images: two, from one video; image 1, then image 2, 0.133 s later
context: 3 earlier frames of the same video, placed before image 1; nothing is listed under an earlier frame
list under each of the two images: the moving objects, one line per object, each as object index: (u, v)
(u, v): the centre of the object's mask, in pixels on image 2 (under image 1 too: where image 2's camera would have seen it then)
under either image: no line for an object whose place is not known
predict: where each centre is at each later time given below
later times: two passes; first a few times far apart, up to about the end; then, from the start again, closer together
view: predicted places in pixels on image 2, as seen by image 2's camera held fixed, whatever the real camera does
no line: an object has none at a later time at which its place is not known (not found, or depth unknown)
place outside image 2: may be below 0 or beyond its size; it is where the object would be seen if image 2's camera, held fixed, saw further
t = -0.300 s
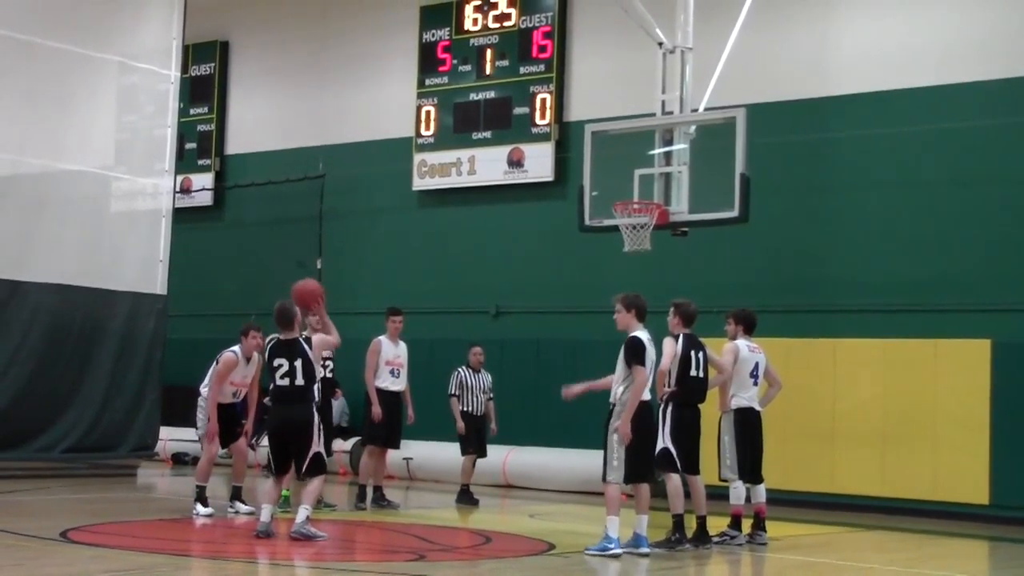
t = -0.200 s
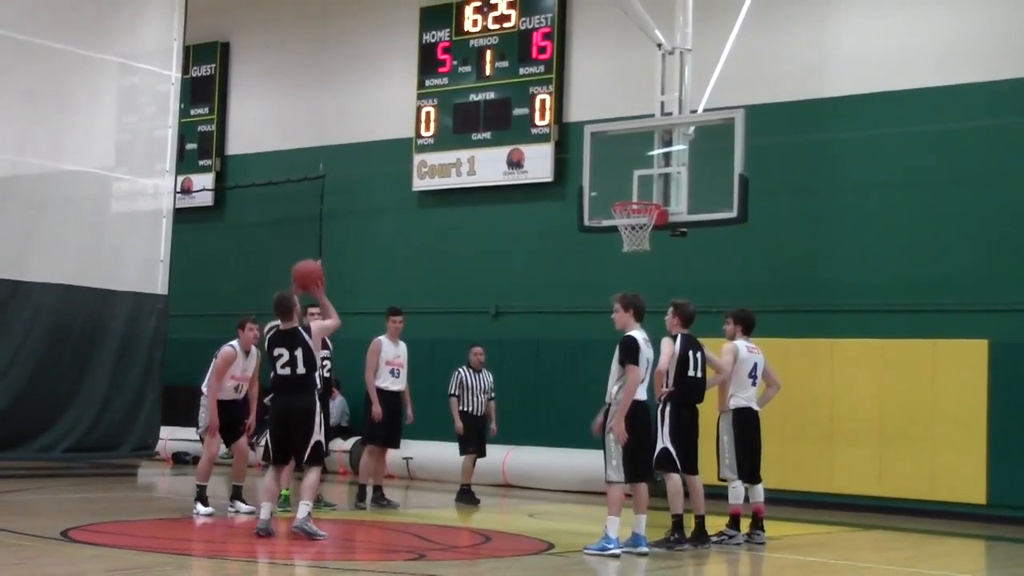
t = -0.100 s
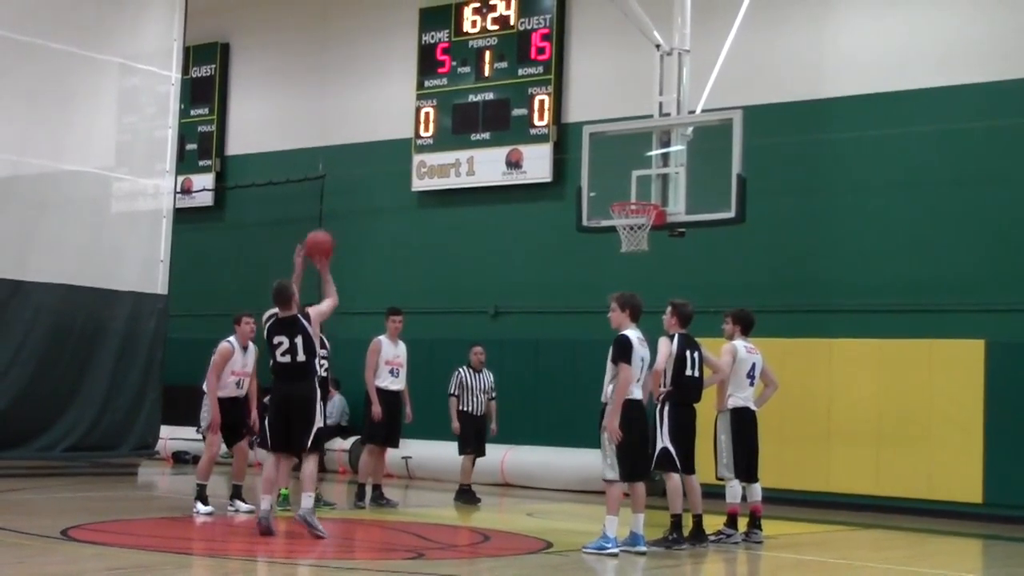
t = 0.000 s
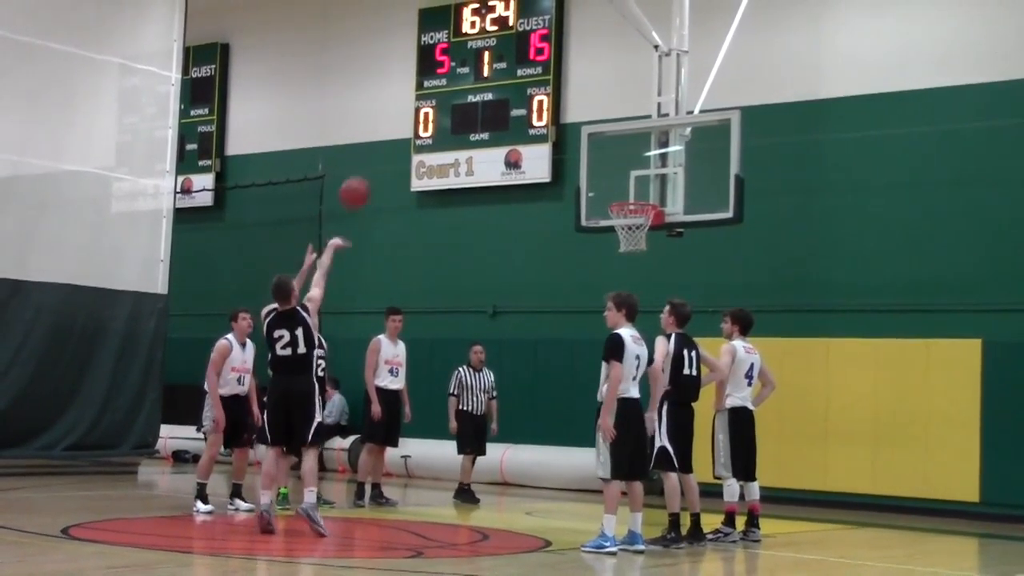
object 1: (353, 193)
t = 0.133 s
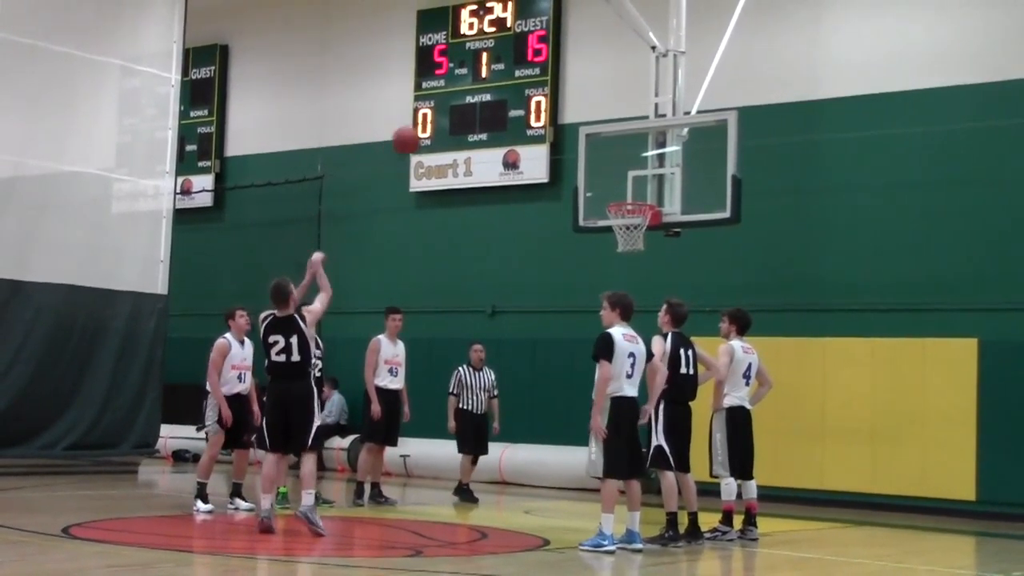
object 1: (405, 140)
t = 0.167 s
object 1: (417, 131)
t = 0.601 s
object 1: (556, 123)
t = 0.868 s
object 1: (623, 210)
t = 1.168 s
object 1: (649, 254)
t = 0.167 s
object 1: (417, 131)
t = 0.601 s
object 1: (556, 123)
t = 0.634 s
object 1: (566, 130)
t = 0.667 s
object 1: (575, 139)
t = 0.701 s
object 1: (584, 149)
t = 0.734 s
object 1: (593, 158)
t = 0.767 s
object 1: (602, 169)
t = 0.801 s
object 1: (609, 182)
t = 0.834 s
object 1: (617, 193)
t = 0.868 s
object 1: (623, 210)
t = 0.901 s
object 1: (630, 217)
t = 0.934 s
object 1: (635, 231)
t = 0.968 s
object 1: (638, 233)
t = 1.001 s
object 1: (640, 233)
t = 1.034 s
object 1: (642, 234)
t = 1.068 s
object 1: (643, 237)
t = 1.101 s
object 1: (645, 241)
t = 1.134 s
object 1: (647, 247)
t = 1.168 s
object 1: (649, 254)
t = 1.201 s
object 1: (649, 262)
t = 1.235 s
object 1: (651, 272)
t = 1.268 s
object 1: (653, 282)
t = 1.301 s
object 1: (653, 292)
